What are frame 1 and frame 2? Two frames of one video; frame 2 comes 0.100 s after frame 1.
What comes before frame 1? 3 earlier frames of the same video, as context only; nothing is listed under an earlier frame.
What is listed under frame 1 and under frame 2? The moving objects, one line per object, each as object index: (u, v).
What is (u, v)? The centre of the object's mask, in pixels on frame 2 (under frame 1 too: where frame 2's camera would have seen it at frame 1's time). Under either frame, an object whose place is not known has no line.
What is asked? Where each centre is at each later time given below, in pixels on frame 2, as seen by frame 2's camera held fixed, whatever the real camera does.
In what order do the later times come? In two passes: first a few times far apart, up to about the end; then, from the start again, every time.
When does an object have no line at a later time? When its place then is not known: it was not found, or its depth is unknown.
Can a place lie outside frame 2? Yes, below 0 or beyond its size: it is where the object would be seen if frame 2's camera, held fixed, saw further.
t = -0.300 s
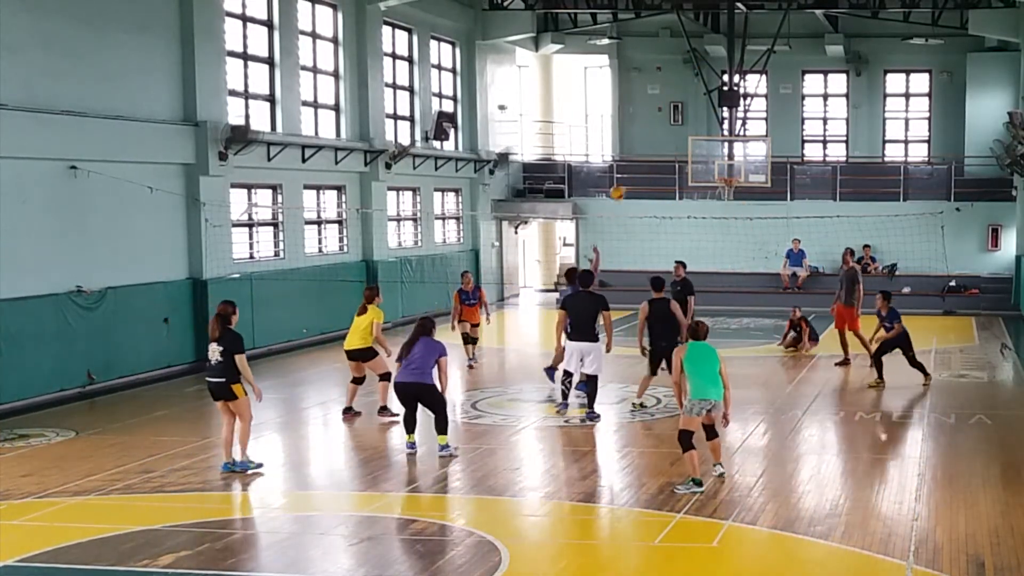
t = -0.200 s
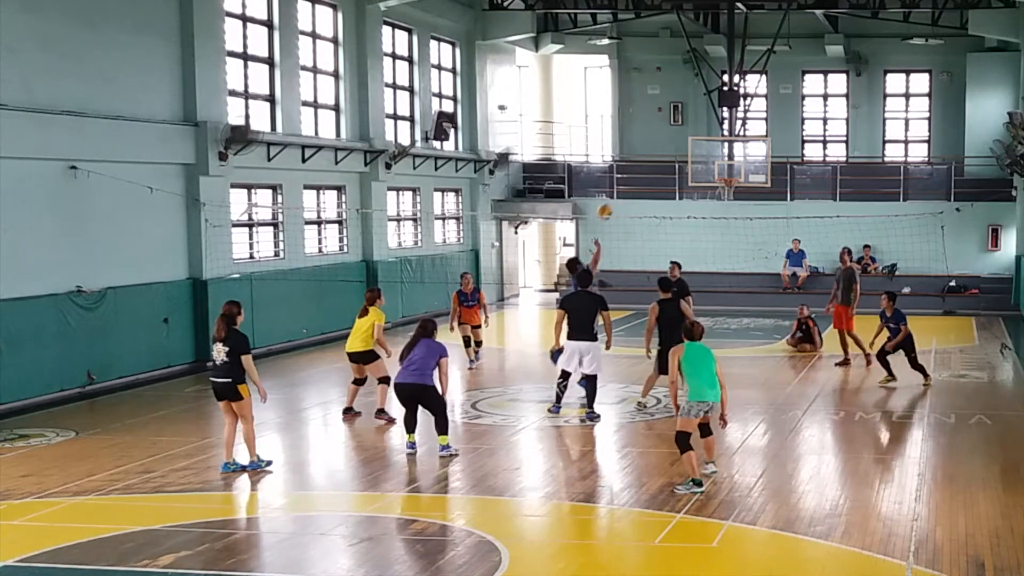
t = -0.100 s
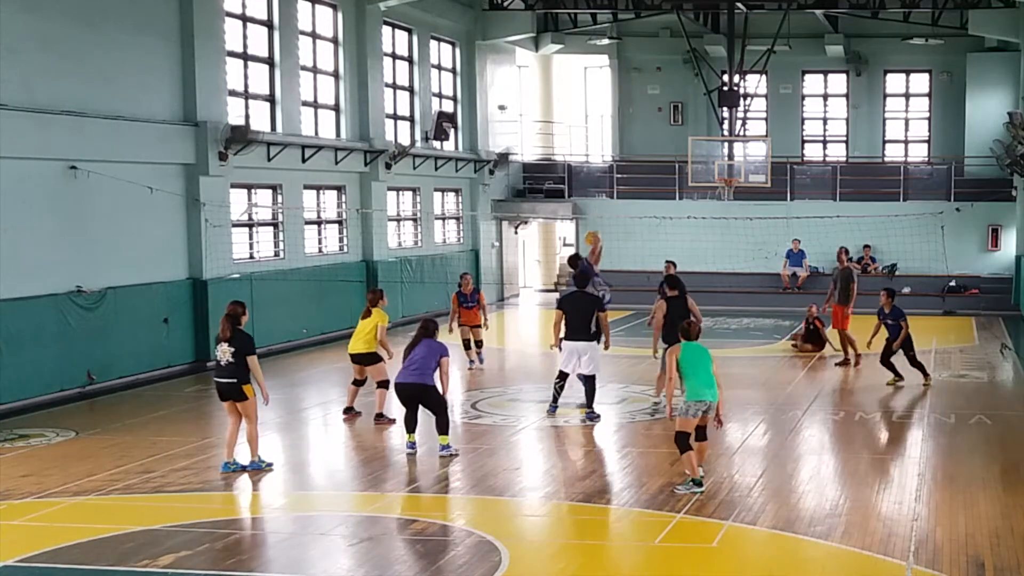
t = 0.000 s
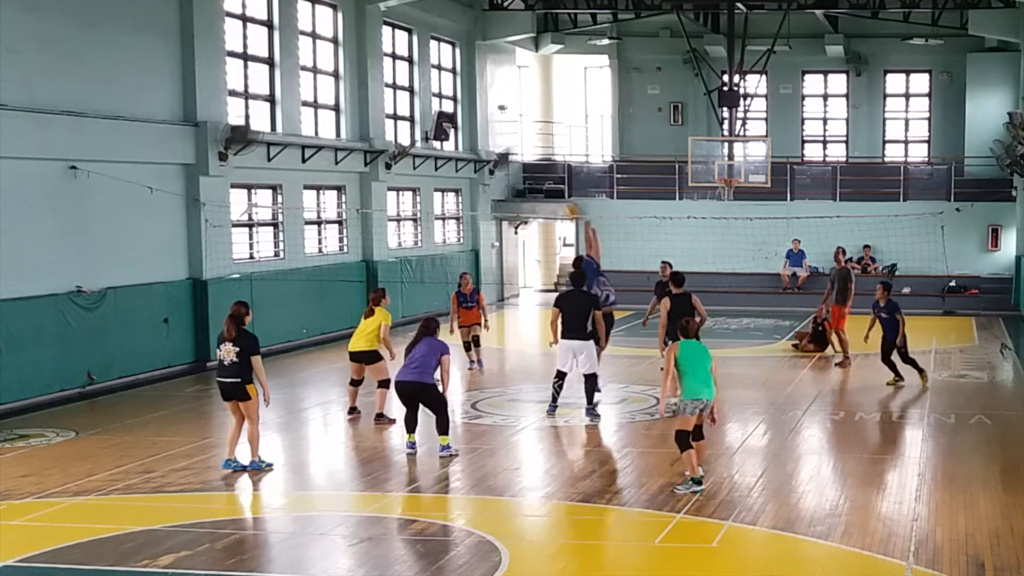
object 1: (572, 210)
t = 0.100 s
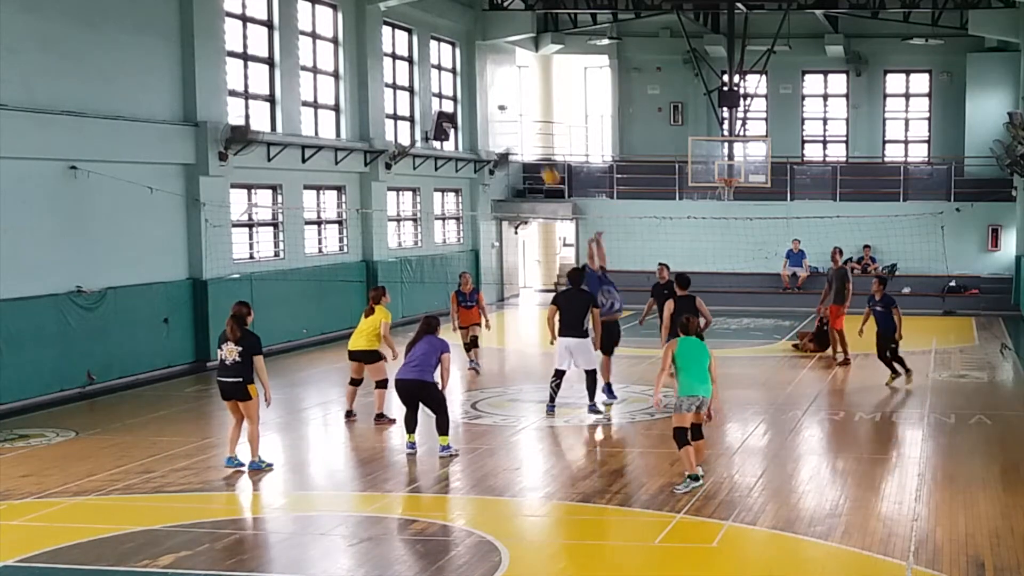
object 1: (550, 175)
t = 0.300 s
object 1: (508, 124)
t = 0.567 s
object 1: (455, 103)
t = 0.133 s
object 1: (543, 165)
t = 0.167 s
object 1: (537, 156)
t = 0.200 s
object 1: (530, 146)
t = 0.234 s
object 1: (521, 138)
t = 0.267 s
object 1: (514, 131)
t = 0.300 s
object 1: (508, 124)
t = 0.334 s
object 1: (501, 119)
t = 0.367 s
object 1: (494, 114)
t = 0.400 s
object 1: (487, 110)
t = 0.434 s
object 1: (480, 107)
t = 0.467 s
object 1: (474, 105)
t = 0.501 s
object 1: (468, 103)
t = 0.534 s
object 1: (462, 104)
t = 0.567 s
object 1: (455, 103)
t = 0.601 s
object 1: (450, 104)
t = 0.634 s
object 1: (441, 107)
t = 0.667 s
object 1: (435, 110)
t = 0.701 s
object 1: (429, 113)
